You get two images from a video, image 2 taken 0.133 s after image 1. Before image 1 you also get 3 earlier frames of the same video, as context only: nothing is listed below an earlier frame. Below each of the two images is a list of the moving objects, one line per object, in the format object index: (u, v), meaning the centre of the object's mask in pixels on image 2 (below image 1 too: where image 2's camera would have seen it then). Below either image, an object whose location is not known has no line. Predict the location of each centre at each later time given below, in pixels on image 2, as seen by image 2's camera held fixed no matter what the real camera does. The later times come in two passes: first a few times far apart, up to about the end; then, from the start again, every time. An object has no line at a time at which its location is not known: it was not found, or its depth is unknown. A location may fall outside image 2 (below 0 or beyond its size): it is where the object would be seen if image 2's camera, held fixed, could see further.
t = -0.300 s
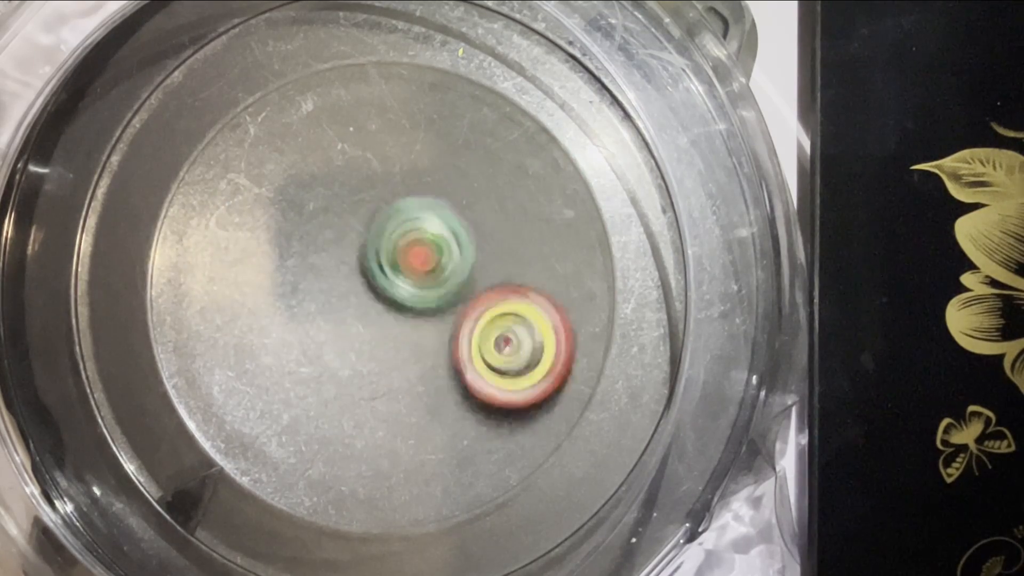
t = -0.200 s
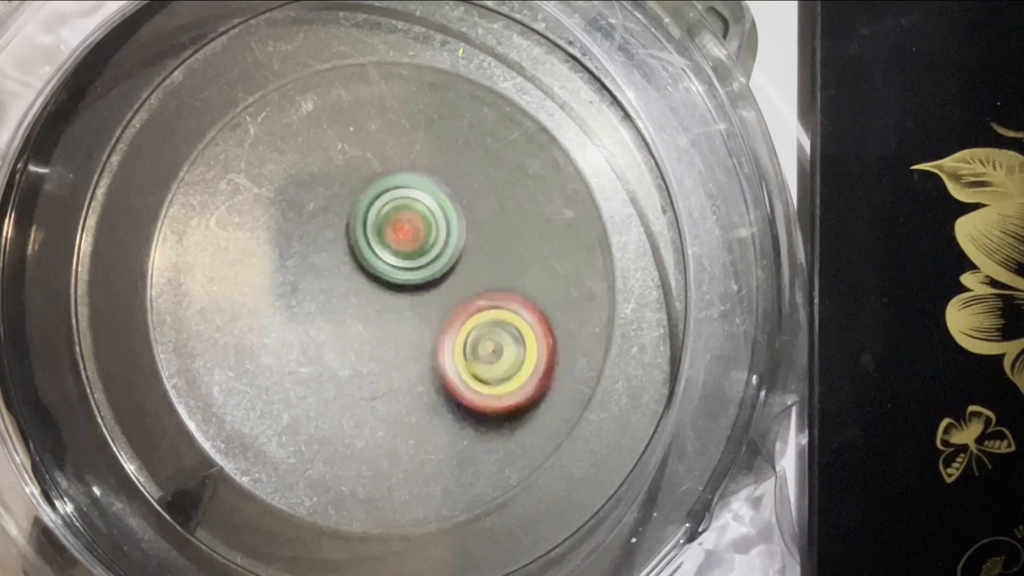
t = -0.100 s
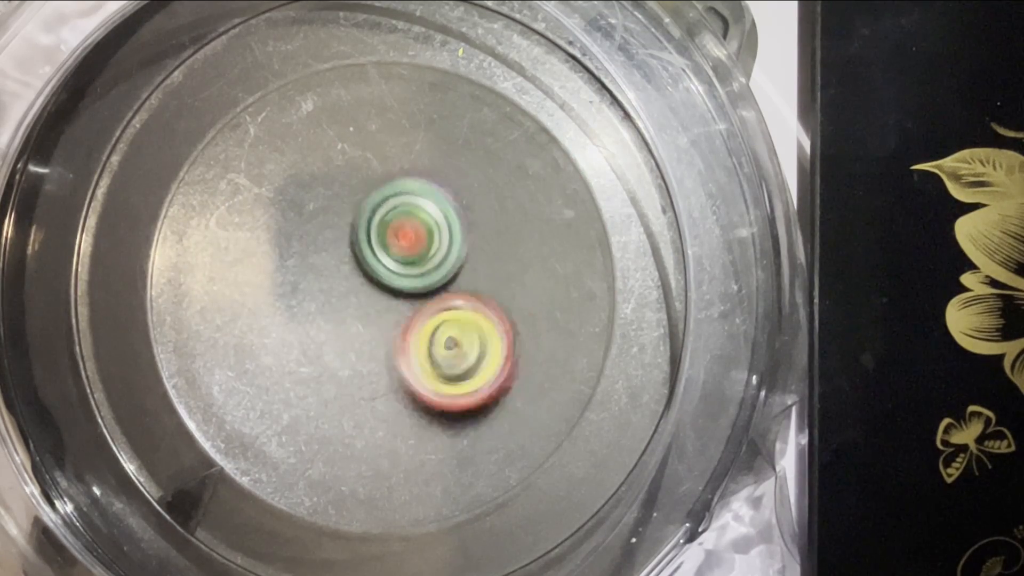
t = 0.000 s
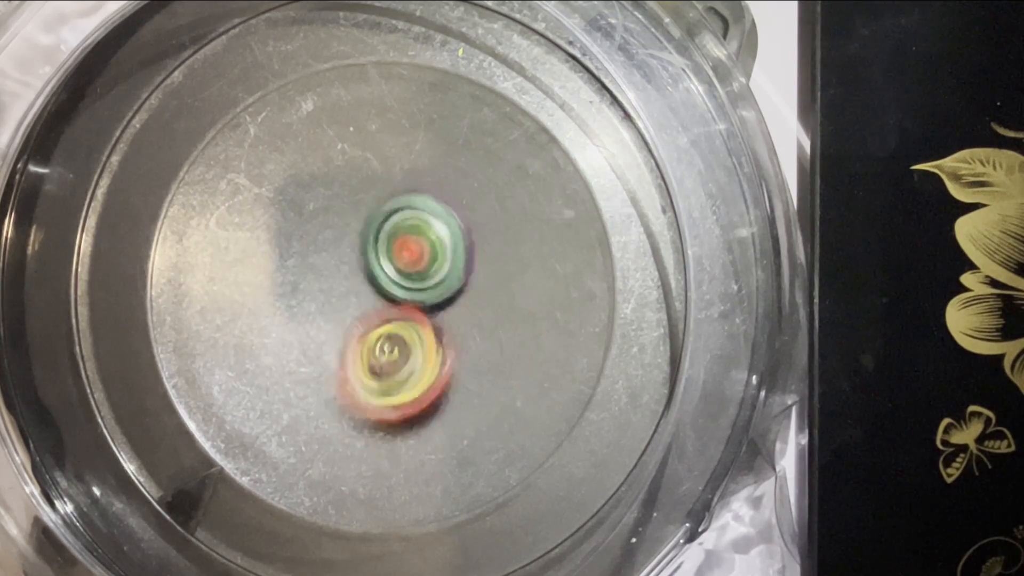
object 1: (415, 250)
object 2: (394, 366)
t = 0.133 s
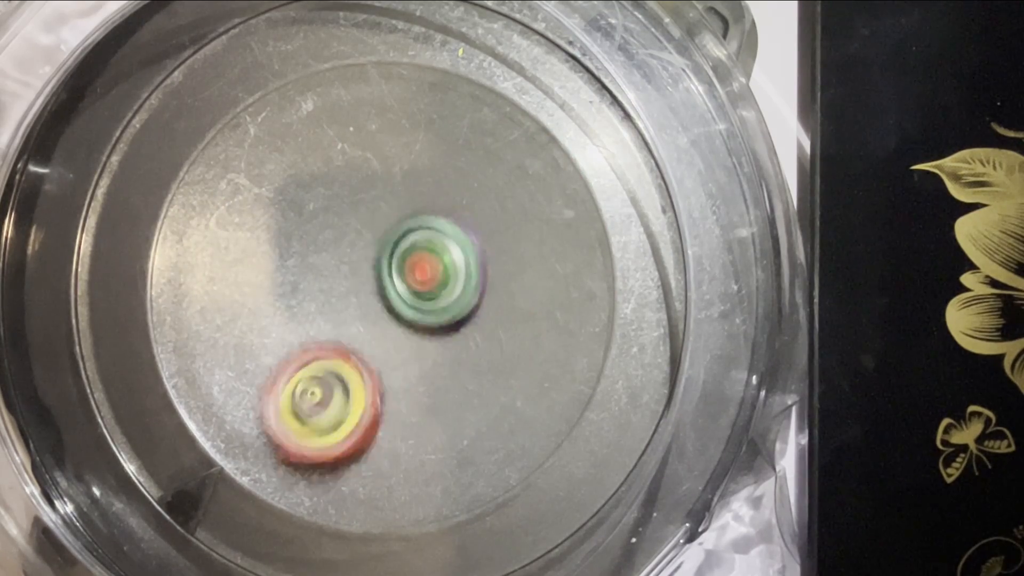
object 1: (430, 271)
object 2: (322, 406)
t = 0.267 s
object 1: (425, 304)
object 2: (290, 447)
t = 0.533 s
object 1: (404, 349)
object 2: (302, 407)
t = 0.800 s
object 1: (472, 343)
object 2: (239, 285)
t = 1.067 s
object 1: (407, 312)
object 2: (316, 221)
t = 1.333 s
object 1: (355, 291)
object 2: (417, 155)
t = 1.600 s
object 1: (342, 258)
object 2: (449, 234)
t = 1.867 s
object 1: (370, 241)
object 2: (484, 372)
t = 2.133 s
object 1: (415, 258)
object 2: (431, 374)
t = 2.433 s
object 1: (429, 265)
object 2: (287, 388)
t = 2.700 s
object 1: (403, 307)
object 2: (281, 350)
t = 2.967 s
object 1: (394, 330)
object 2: (290, 289)
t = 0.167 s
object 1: (429, 280)
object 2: (314, 417)
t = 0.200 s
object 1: (428, 288)
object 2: (307, 426)
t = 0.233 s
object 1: (427, 296)
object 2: (300, 436)
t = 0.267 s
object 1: (425, 304)
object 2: (290, 447)
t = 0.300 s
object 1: (423, 312)
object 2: (286, 454)
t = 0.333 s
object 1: (420, 318)
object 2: (281, 458)
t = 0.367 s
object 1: (418, 326)
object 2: (283, 457)
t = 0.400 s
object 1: (415, 331)
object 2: (285, 453)
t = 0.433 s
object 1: (411, 336)
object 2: (288, 450)
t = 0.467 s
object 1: (408, 341)
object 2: (296, 435)
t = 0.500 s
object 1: (404, 345)
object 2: (301, 426)
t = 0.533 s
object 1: (404, 349)
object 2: (302, 407)
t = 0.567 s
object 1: (430, 348)
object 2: (285, 386)
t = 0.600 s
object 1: (452, 349)
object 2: (273, 371)
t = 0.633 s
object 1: (469, 350)
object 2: (262, 354)
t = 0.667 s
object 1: (480, 351)
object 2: (255, 340)
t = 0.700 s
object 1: (484, 351)
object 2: (248, 326)
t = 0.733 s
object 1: (484, 348)
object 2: (243, 312)
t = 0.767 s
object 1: (480, 346)
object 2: (239, 297)
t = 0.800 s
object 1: (472, 343)
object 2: (239, 285)
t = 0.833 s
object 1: (466, 340)
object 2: (242, 273)
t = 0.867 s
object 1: (458, 338)
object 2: (245, 266)
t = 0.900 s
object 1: (449, 335)
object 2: (250, 258)
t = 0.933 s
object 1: (439, 329)
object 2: (259, 248)
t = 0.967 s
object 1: (432, 327)
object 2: (271, 241)
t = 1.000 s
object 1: (423, 321)
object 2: (283, 234)
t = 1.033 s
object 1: (414, 315)
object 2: (299, 227)
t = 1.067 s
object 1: (407, 312)
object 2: (316, 221)
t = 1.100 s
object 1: (399, 311)
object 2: (330, 209)
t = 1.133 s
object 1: (392, 313)
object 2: (349, 196)
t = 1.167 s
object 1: (387, 312)
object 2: (361, 181)
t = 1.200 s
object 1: (379, 308)
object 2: (377, 173)
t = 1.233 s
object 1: (372, 304)
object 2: (385, 164)
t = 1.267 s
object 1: (366, 299)
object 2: (399, 156)
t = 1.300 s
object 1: (361, 295)
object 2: (412, 155)
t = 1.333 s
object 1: (355, 291)
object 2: (417, 155)
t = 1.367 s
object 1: (350, 286)
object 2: (425, 157)
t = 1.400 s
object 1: (347, 281)
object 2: (432, 160)
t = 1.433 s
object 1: (345, 278)
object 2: (437, 166)
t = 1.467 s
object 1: (343, 274)
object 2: (441, 173)
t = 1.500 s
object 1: (341, 270)
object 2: (445, 183)
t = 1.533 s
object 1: (340, 265)
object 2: (449, 198)
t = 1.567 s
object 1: (341, 262)
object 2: (449, 215)
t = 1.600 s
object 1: (342, 258)
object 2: (449, 234)
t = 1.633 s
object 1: (342, 256)
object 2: (454, 255)
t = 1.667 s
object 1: (344, 253)
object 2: (459, 276)
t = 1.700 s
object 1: (348, 250)
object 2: (464, 295)
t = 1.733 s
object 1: (353, 247)
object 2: (472, 316)
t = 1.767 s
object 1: (356, 244)
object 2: (476, 334)
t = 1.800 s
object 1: (361, 242)
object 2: (478, 350)
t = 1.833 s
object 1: (365, 241)
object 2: (481, 360)
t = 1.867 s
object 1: (370, 241)
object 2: (484, 372)
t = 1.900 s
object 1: (377, 241)
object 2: (481, 380)
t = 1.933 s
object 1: (381, 243)
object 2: (478, 384)
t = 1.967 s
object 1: (388, 245)
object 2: (475, 389)
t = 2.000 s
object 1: (394, 245)
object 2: (471, 389)
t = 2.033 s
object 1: (399, 248)
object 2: (467, 387)
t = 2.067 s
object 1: (404, 251)
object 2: (458, 382)
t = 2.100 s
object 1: (408, 254)
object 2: (449, 381)
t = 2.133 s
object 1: (415, 258)
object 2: (431, 374)
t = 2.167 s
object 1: (420, 256)
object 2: (414, 373)
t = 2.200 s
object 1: (425, 243)
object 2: (391, 380)
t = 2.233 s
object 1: (428, 240)
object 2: (372, 380)
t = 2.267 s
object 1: (430, 241)
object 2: (355, 383)
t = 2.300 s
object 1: (432, 244)
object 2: (339, 389)
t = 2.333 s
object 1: (433, 249)
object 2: (324, 389)
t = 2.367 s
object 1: (433, 255)
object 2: (311, 393)
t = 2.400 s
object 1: (432, 260)
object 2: (298, 394)
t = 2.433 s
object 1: (429, 265)
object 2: (287, 388)
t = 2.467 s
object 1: (426, 271)
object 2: (283, 388)
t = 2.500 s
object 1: (424, 276)
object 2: (281, 389)
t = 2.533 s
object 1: (419, 282)
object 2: (278, 388)
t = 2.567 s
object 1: (416, 286)
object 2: (280, 386)
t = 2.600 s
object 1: (410, 292)
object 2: (281, 383)
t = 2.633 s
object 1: (406, 297)
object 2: (283, 376)
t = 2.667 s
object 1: (400, 300)
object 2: (287, 364)
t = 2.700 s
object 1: (403, 307)
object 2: (281, 350)
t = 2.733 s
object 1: (411, 313)
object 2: (273, 331)
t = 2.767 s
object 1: (412, 317)
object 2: (269, 320)
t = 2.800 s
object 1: (409, 320)
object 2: (269, 309)
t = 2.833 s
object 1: (406, 322)
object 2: (273, 301)
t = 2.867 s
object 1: (402, 325)
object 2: (278, 296)
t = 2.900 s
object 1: (399, 325)
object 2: (284, 295)
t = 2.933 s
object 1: (399, 329)
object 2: (285, 290)
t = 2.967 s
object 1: (394, 330)
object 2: (290, 289)
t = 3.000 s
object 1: (398, 335)
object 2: (294, 288)
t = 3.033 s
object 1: (404, 343)
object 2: (292, 279)
